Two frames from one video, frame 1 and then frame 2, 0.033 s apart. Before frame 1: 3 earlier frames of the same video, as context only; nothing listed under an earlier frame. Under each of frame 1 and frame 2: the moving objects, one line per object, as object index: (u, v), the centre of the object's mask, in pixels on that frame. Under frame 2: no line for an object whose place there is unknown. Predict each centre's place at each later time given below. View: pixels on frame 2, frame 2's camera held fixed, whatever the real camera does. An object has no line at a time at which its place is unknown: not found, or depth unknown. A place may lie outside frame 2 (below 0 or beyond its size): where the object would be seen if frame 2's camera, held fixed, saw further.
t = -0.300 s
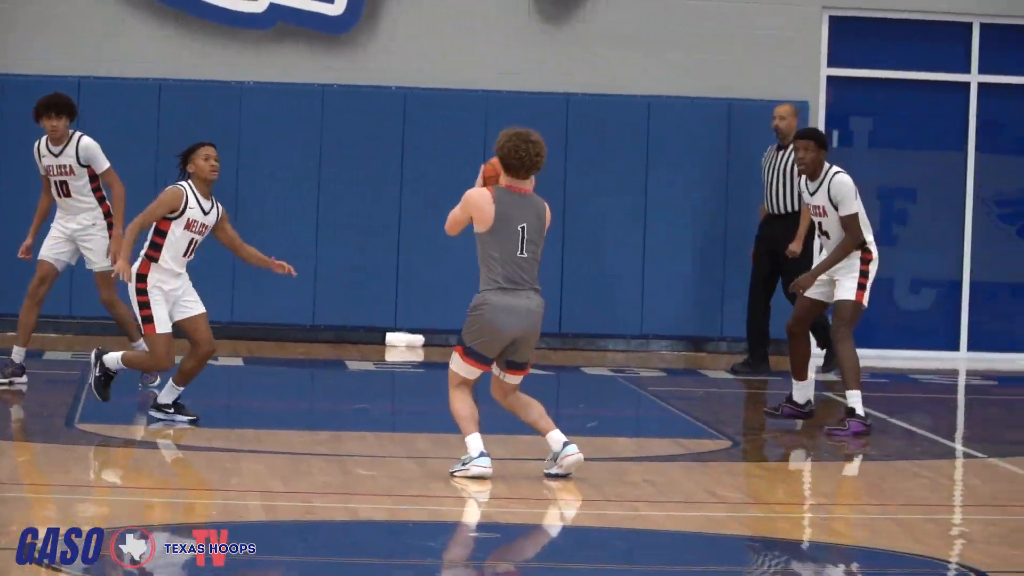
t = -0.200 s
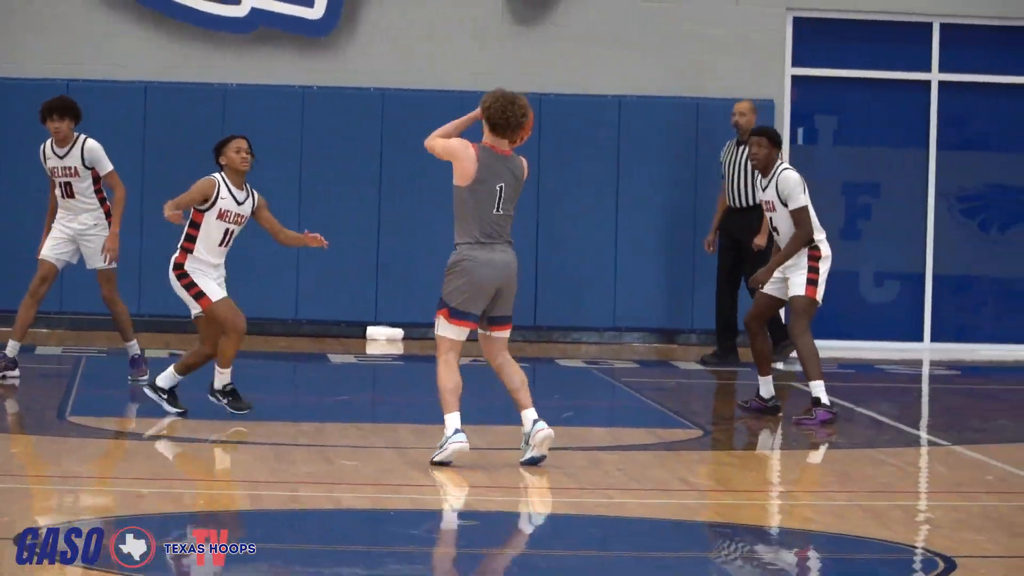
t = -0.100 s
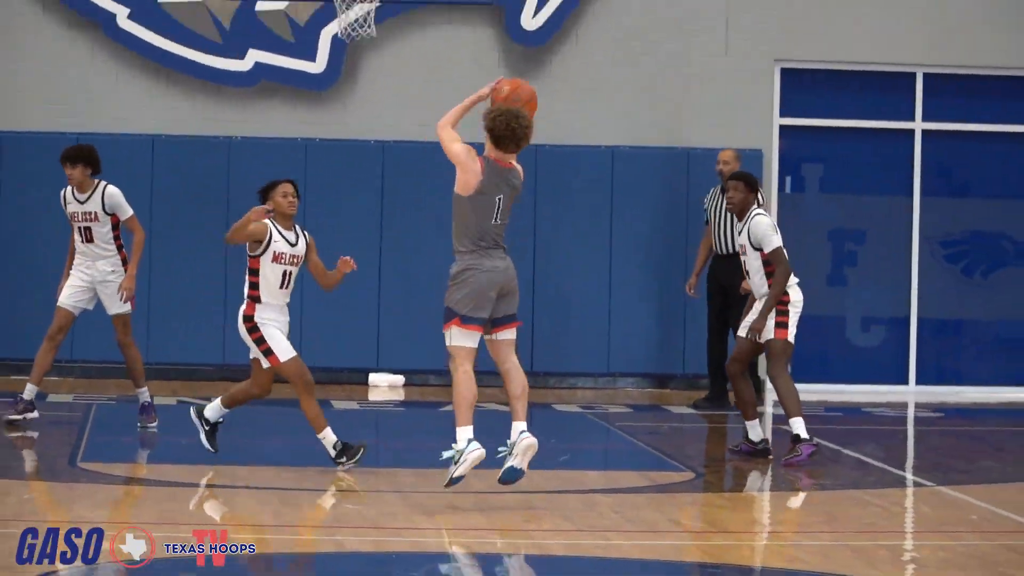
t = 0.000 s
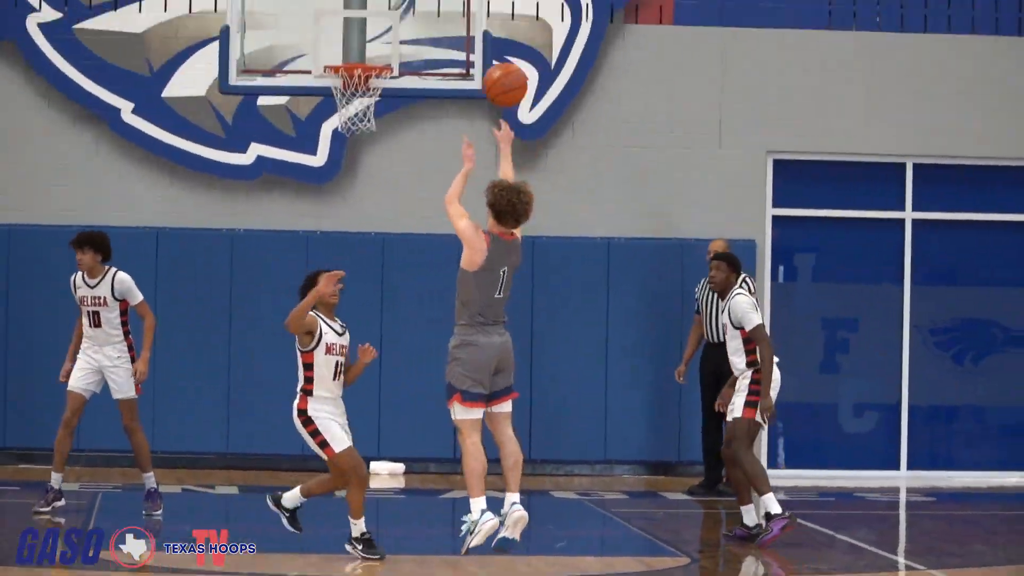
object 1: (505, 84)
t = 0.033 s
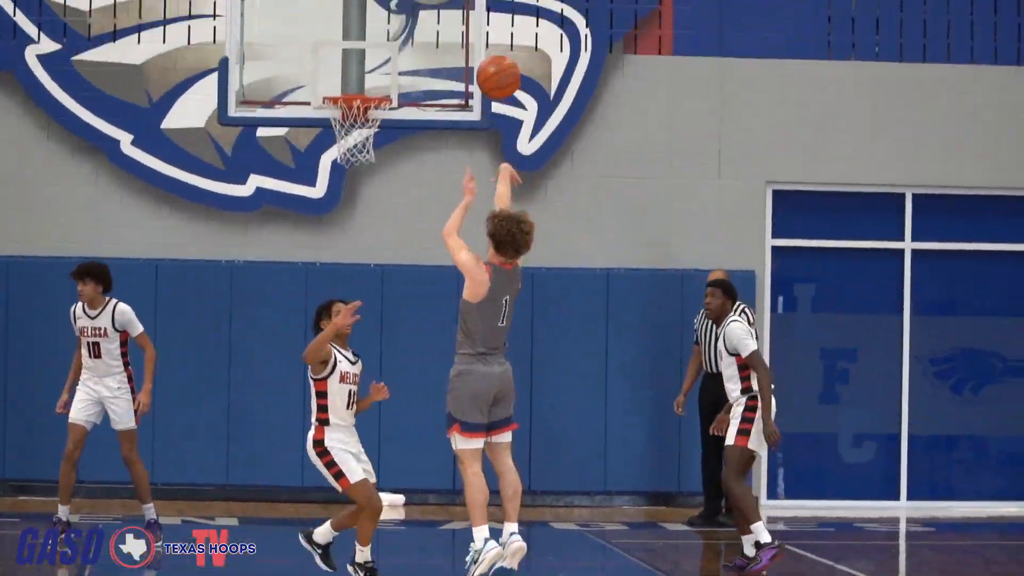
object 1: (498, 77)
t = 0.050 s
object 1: (496, 59)
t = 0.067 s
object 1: (493, 41)
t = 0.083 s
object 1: (490, 24)
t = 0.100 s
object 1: (486, 7)
